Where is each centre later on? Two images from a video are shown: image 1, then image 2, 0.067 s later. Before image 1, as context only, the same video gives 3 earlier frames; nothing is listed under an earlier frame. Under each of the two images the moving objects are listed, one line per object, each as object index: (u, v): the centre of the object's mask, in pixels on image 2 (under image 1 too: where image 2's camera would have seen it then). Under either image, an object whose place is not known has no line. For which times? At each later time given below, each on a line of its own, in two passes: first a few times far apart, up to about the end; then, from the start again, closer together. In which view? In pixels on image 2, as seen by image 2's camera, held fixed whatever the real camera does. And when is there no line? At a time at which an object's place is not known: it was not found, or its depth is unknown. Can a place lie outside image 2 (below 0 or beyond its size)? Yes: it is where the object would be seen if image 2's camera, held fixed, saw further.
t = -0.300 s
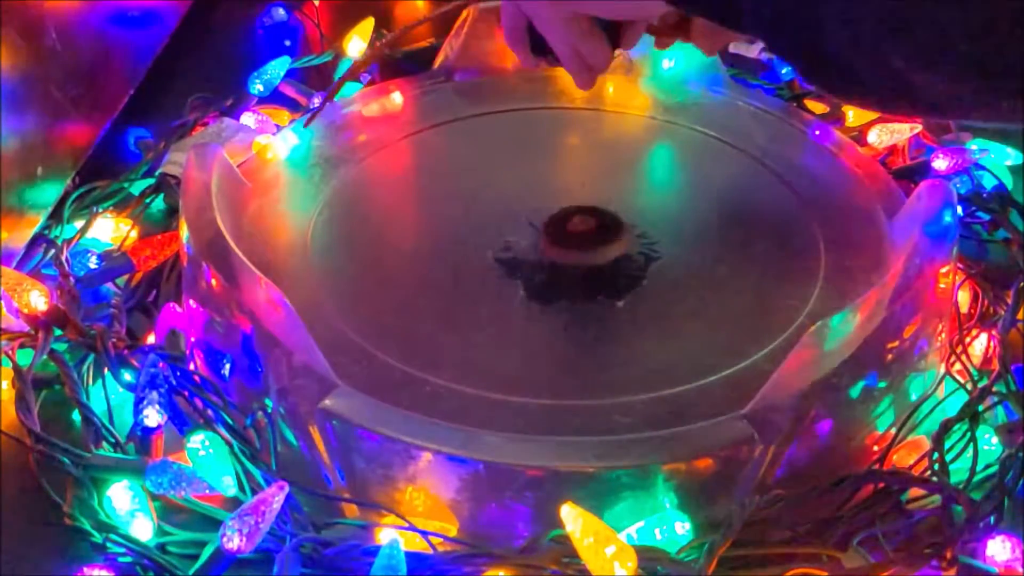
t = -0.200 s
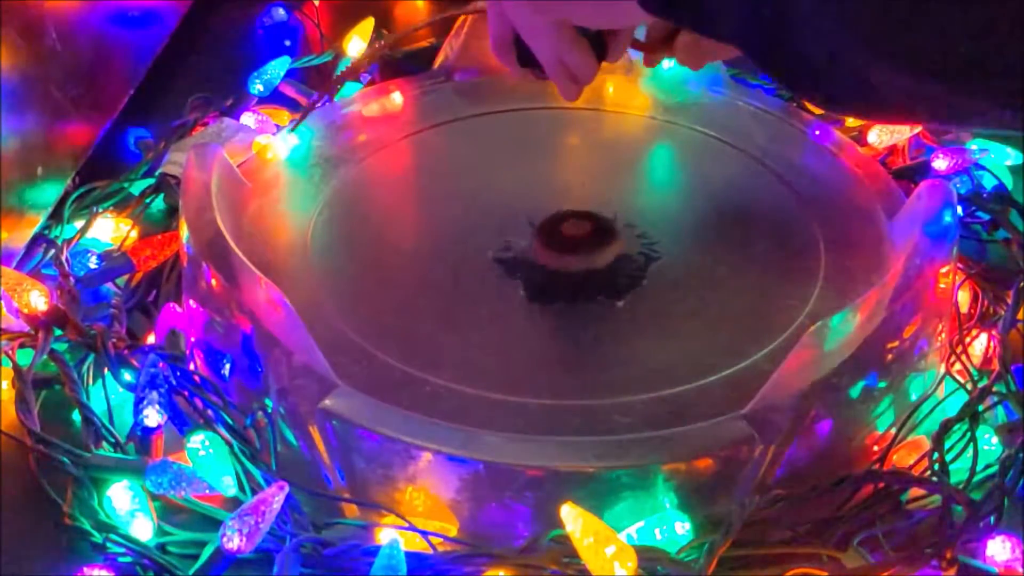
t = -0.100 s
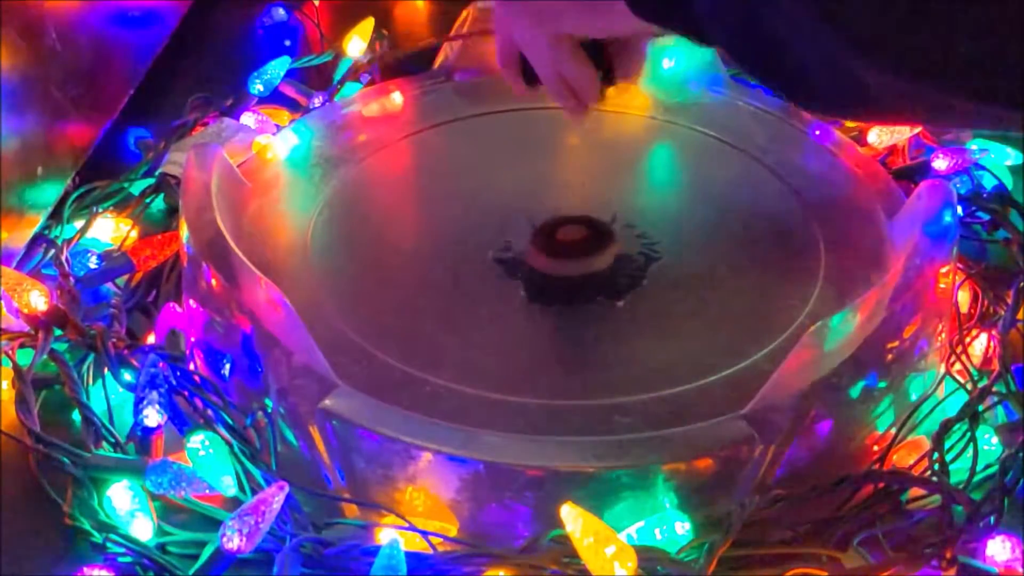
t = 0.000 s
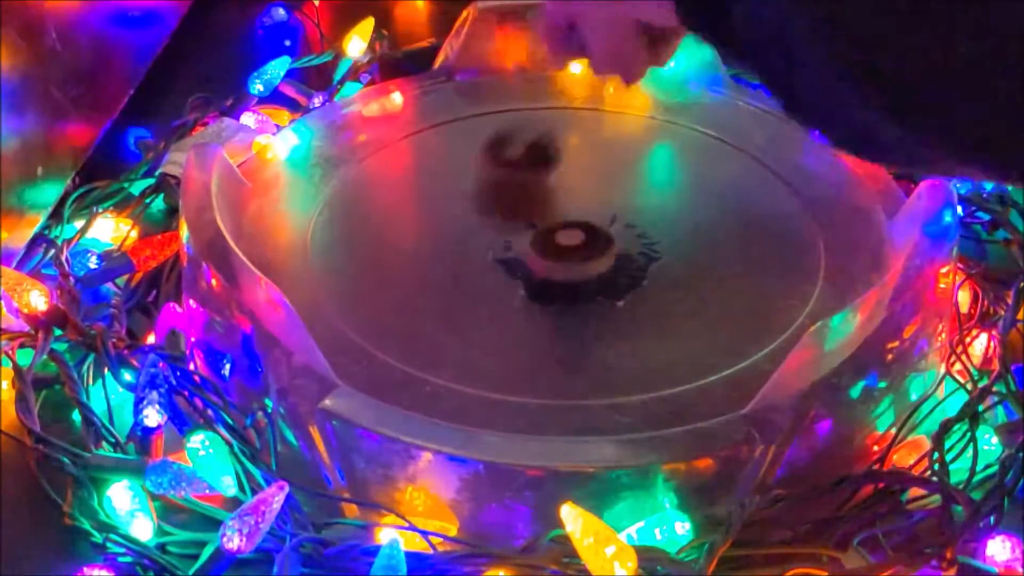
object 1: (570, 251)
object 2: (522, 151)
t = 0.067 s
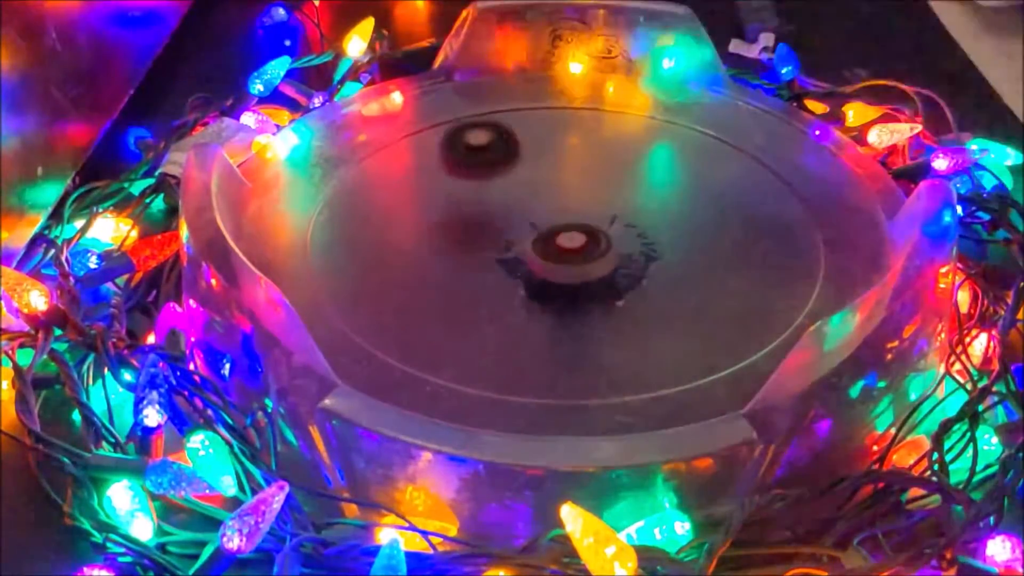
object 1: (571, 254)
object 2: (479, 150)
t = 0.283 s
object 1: (571, 257)
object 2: (431, 255)
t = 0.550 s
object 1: (583, 249)
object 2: (457, 245)
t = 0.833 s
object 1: (565, 234)
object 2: (481, 189)
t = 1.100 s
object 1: (570, 237)
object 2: (527, 193)
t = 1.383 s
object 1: (594, 233)
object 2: (518, 211)
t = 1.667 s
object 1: (597, 224)
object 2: (508, 223)
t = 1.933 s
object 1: (588, 218)
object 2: (495, 228)
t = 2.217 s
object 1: (578, 223)
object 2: (486, 236)
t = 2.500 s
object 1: (577, 234)
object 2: (481, 243)
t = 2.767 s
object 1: (580, 238)
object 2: (485, 246)
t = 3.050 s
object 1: (588, 238)
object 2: (488, 252)
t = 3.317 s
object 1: (591, 233)
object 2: (501, 259)
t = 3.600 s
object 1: (590, 227)
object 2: (497, 264)
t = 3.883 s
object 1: (590, 220)
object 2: (507, 264)
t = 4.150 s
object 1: (572, 216)
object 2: (525, 275)
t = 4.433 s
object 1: (552, 219)
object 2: (523, 276)
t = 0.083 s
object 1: (571, 254)
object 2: (470, 156)
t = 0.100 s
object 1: (572, 255)
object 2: (461, 167)
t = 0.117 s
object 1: (571, 255)
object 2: (453, 181)
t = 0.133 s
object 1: (571, 255)
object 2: (444, 203)
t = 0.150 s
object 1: (571, 256)
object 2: (436, 217)
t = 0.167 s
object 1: (571, 256)
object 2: (433, 217)
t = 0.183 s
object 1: (571, 256)
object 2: (430, 218)
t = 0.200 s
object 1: (571, 256)
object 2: (427, 225)
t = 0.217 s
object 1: (571, 257)
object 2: (424, 235)
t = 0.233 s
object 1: (571, 257)
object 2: (424, 236)
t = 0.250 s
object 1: (571, 257)
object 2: (425, 236)
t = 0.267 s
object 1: (571, 257)
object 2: (427, 245)
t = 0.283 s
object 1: (571, 257)
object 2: (431, 255)
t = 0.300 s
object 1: (571, 257)
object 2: (434, 256)
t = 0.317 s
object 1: (571, 258)
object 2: (439, 257)
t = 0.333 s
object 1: (571, 257)
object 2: (444, 263)
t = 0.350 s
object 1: (571, 258)
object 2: (449, 265)
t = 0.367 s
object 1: (571, 258)
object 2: (453, 266)
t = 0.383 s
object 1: (571, 257)
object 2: (458, 266)
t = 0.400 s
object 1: (571, 257)
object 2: (461, 265)
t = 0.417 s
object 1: (570, 257)
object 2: (466, 264)
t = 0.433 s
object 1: (571, 257)
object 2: (469, 262)
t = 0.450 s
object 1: (570, 257)
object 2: (471, 260)
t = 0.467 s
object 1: (570, 256)
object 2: (472, 258)
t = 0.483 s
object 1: (571, 256)
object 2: (472, 256)
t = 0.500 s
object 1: (575, 254)
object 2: (467, 253)
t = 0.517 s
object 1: (580, 252)
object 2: (462, 250)
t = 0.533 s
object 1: (582, 249)
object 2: (460, 248)
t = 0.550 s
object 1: (583, 249)
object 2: (457, 245)
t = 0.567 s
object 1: (583, 247)
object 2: (454, 243)
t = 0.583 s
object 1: (584, 245)
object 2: (451, 240)
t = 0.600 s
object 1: (585, 244)
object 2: (449, 236)
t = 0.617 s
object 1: (585, 243)
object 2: (447, 232)
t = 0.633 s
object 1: (584, 242)
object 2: (445, 226)
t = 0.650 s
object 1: (584, 241)
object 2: (443, 222)
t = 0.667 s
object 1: (582, 240)
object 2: (443, 218)
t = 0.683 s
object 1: (581, 239)
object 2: (443, 216)
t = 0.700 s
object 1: (577, 238)
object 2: (446, 214)
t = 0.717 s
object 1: (576, 238)
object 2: (448, 209)
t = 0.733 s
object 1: (573, 237)
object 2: (451, 206)
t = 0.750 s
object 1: (572, 236)
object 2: (454, 203)
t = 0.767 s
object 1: (570, 235)
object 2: (458, 201)
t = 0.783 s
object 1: (568, 235)
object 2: (462, 198)
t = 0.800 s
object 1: (567, 235)
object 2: (467, 197)
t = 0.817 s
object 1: (566, 235)
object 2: (474, 190)
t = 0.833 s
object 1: (565, 234)
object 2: (481, 189)
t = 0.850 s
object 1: (563, 234)
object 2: (486, 189)
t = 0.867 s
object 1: (561, 234)
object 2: (493, 188)
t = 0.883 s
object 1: (559, 233)
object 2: (498, 187)
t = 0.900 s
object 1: (559, 233)
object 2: (504, 187)
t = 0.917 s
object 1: (558, 233)
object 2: (508, 190)
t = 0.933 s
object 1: (560, 233)
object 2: (511, 187)
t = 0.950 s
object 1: (561, 234)
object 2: (512, 190)
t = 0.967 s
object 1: (562, 234)
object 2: (515, 190)
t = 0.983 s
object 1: (562, 235)
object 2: (519, 190)
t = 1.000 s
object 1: (562, 235)
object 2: (523, 188)
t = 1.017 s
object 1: (566, 236)
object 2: (523, 189)
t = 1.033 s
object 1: (567, 237)
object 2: (524, 190)
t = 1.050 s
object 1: (568, 237)
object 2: (524, 190)
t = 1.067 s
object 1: (569, 237)
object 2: (526, 191)
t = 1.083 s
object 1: (570, 237)
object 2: (526, 192)
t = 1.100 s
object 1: (570, 237)
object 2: (527, 193)
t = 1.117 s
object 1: (572, 237)
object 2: (525, 196)
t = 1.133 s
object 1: (575, 238)
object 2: (523, 197)
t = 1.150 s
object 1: (577, 238)
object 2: (523, 195)
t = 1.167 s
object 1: (578, 239)
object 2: (522, 198)
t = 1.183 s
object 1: (579, 238)
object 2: (522, 198)
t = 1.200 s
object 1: (580, 238)
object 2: (522, 199)
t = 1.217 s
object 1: (580, 237)
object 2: (523, 200)
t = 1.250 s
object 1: (582, 236)
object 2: (522, 201)
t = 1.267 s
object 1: (585, 236)
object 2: (523, 202)
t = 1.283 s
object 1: (587, 236)
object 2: (523, 202)
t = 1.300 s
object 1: (588, 236)
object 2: (522, 203)
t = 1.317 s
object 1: (589, 235)
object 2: (522, 204)
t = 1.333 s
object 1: (589, 234)
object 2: (521, 206)
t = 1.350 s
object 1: (591, 234)
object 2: (521, 205)
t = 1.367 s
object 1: (593, 233)
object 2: (520, 206)
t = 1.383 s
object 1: (594, 233)
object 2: (518, 211)
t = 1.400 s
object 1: (594, 232)
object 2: (517, 213)
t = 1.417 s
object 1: (595, 231)
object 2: (517, 213)
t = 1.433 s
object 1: (596, 231)
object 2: (517, 211)
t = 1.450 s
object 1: (596, 230)
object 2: (517, 211)
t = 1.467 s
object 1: (597, 229)
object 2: (517, 213)
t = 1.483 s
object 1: (598, 229)
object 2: (516, 217)
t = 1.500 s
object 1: (599, 228)
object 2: (515, 219)
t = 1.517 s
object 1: (599, 228)
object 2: (513, 220)
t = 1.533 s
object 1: (599, 227)
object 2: (512, 221)
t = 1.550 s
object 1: (599, 227)
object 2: (511, 221)
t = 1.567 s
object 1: (599, 226)
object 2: (510, 221)
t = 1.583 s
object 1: (598, 226)
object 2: (510, 221)
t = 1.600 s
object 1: (598, 226)
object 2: (509, 221)
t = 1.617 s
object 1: (598, 226)
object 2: (509, 222)
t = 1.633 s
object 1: (597, 225)
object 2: (509, 222)
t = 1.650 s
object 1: (597, 225)
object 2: (509, 222)
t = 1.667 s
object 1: (597, 224)
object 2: (508, 223)
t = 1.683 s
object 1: (597, 223)
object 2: (507, 223)
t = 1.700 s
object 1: (598, 223)
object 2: (507, 223)
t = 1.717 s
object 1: (596, 223)
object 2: (505, 223)
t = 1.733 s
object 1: (596, 223)
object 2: (504, 223)
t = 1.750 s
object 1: (595, 222)
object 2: (504, 224)
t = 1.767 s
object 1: (594, 222)
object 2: (503, 224)
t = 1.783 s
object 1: (594, 222)
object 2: (502, 225)
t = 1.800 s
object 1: (593, 221)
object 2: (502, 225)
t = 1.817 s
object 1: (594, 220)
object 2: (501, 225)
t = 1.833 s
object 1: (594, 220)
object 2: (500, 226)
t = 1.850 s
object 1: (592, 220)
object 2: (499, 226)
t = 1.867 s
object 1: (591, 220)
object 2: (499, 226)
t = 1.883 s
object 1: (591, 220)
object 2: (498, 227)
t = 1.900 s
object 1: (589, 218)
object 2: (498, 227)
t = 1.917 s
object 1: (589, 218)
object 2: (496, 228)
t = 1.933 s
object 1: (588, 218)
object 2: (495, 228)
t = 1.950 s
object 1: (588, 218)
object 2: (494, 229)
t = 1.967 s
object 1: (586, 218)
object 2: (493, 230)
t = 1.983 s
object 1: (585, 218)
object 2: (493, 230)
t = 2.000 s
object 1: (584, 218)
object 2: (492, 230)
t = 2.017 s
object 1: (583, 218)
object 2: (491, 231)
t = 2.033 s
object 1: (582, 218)
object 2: (491, 232)
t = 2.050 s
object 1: (582, 218)
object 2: (490, 232)
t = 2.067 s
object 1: (582, 219)
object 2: (490, 233)
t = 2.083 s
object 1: (581, 219)
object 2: (490, 233)
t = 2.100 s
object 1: (581, 220)
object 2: (489, 233)
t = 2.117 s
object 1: (580, 220)
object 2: (488, 234)
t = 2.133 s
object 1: (579, 221)
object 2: (488, 234)
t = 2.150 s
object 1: (579, 221)
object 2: (487, 235)
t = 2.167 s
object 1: (579, 221)
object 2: (487, 235)
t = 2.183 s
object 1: (579, 222)
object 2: (486, 236)
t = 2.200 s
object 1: (578, 223)
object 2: (486, 236)
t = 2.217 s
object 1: (578, 223)
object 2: (486, 236)
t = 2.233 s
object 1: (578, 224)
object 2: (485, 237)
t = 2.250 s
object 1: (578, 225)
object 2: (484, 237)
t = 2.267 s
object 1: (577, 226)
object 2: (483, 237)
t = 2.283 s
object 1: (577, 226)
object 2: (483, 238)
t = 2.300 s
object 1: (577, 227)
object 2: (483, 238)
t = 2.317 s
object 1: (576, 228)
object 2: (483, 239)
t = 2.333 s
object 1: (576, 228)
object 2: (483, 239)
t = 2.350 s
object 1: (575, 229)
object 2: (483, 239)
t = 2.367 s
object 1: (575, 230)
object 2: (482, 239)
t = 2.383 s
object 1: (576, 230)
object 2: (482, 240)
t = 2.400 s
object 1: (575, 231)
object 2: (482, 241)
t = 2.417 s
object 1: (575, 231)
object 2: (481, 241)
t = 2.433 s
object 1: (576, 232)
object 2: (481, 242)
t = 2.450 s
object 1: (576, 232)
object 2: (481, 242)
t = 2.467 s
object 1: (576, 233)
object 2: (481, 243)
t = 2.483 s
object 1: (577, 233)
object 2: (481, 243)
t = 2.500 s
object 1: (577, 234)
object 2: (481, 243)
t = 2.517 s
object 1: (577, 234)
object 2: (482, 244)
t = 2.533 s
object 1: (577, 234)
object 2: (482, 244)
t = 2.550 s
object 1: (578, 234)
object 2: (483, 244)
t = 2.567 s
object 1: (577, 235)
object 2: (483, 244)
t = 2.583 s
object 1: (578, 235)
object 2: (483, 244)
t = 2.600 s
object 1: (577, 235)
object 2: (484, 244)
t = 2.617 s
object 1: (577, 236)
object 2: (484, 245)
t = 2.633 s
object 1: (578, 236)
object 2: (484, 245)
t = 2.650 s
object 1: (578, 236)
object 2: (484, 245)
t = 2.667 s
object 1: (579, 237)
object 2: (484, 245)
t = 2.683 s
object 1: (579, 237)
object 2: (484, 245)
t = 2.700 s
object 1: (579, 238)
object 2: (485, 245)
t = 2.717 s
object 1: (579, 238)
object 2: (485, 246)
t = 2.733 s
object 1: (579, 238)
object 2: (485, 246)
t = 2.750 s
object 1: (580, 238)
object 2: (485, 246)
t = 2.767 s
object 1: (580, 238)
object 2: (485, 246)
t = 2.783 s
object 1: (580, 239)
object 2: (486, 247)
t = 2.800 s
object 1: (581, 239)
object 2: (487, 247)
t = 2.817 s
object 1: (581, 239)
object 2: (487, 248)
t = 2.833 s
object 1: (582, 239)
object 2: (487, 249)
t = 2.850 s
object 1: (582, 239)
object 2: (488, 248)
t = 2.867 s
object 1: (582, 239)
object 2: (488, 249)
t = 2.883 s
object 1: (582, 239)
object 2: (489, 250)
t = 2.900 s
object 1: (583, 239)
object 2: (489, 250)
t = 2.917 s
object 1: (585, 239)
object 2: (487, 251)
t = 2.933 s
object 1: (587, 239)
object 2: (486, 251)
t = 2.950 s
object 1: (587, 239)
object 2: (486, 252)
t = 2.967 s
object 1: (587, 239)
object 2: (486, 252)
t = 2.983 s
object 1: (588, 239)
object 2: (485, 253)
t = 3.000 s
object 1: (588, 239)
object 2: (485, 253)
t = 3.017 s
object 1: (588, 239)
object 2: (487, 252)
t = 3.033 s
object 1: (588, 239)
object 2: (487, 252)
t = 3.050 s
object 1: (588, 238)
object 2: (488, 252)
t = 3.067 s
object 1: (588, 238)
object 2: (490, 252)
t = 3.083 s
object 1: (588, 238)
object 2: (491, 252)
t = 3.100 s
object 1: (588, 238)
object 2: (492, 253)
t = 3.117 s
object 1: (588, 238)
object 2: (493, 253)
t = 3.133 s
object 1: (591, 237)
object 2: (493, 253)
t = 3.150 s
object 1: (591, 237)
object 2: (492, 254)
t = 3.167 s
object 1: (592, 237)
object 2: (492, 255)
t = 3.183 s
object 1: (592, 237)
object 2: (492, 256)
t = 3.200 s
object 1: (592, 236)
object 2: (492, 256)
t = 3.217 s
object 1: (592, 236)
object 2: (493, 257)
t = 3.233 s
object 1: (592, 236)
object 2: (494, 257)
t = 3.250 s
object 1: (592, 235)
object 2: (494, 257)
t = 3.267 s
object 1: (592, 235)
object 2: (496, 259)
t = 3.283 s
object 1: (592, 234)
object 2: (498, 259)
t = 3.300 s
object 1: (591, 234)
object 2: (499, 259)
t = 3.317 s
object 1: (591, 233)
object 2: (501, 259)
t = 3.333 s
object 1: (591, 233)
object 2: (503, 260)
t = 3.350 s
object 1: (591, 232)
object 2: (503, 261)
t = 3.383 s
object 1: (591, 232)
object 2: (502, 261)
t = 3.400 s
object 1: (591, 232)
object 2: (502, 261)
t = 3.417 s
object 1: (591, 232)
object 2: (502, 261)
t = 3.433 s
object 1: (591, 231)
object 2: (502, 261)
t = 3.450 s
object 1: (591, 231)
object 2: (501, 262)
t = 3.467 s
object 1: (590, 231)
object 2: (501, 262)
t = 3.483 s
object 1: (589, 230)
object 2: (502, 262)
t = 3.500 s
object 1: (589, 230)
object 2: (502, 262)
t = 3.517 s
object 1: (590, 229)
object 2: (501, 263)
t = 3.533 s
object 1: (590, 229)
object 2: (500, 263)
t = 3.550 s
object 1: (590, 228)
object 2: (499, 264)
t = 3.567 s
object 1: (590, 228)
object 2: (498, 264)
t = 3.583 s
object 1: (590, 228)
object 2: (498, 264)
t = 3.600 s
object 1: (590, 227)
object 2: (497, 264)
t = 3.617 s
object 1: (590, 227)
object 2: (498, 264)
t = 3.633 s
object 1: (590, 227)
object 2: (499, 263)
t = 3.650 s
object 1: (588, 227)
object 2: (501, 263)
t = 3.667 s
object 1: (589, 226)
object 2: (503, 262)
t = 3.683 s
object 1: (588, 227)
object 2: (505, 262)
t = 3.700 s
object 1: (588, 226)
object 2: (505, 262)
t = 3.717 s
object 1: (591, 224)
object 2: (504, 263)
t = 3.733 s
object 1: (593, 223)
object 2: (503, 264)
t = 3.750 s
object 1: (593, 222)
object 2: (502, 264)
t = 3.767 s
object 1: (593, 222)
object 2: (502, 264)
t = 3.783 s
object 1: (593, 222)
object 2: (503, 264)
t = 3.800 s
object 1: (593, 221)
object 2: (502, 264)
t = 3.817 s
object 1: (593, 221)
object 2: (503, 264)
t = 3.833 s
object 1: (592, 221)
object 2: (503, 264)
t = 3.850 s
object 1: (592, 220)
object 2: (504, 264)
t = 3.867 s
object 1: (591, 220)
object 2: (505, 263)
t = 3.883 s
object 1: (590, 220)
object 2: (507, 264)
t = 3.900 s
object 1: (590, 219)
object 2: (508, 263)
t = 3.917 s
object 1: (590, 219)
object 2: (512, 264)
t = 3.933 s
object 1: (588, 219)
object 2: (513, 264)
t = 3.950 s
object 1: (587, 219)
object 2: (517, 265)
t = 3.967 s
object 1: (586, 219)
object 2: (517, 265)
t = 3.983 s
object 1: (586, 219)
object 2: (520, 266)
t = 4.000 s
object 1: (585, 219)
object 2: (521, 266)
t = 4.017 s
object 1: (581, 217)
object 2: (523, 268)
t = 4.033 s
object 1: (580, 216)
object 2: (525, 269)
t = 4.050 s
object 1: (579, 216)
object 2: (525, 271)
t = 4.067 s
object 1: (578, 216)
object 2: (525, 271)
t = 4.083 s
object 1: (577, 216)
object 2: (525, 273)
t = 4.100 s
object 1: (576, 216)
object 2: (525, 273)
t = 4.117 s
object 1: (574, 216)
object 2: (525, 274)
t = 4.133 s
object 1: (573, 216)
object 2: (525, 274)
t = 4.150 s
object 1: (572, 216)
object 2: (525, 275)
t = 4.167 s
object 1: (570, 217)
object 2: (524, 276)
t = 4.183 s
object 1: (570, 217)
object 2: (524, 276)
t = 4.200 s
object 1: (569, 217)
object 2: (525, 275)
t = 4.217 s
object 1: (567, 217)
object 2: (524, 276)
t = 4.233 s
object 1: (566, 217)
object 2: (524, 276)
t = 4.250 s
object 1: (565, 218)
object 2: (524, 276)
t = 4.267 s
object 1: (564, 218)
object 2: (524, 276)
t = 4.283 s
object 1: (562, 218)
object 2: (524, 275)
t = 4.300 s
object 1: (561, 219)
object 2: (524, 275)
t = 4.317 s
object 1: (560, 219)
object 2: (524, 275)
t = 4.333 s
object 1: (558, 219)
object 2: (524, 275)
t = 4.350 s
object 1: (557, 219)
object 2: (523, 275)
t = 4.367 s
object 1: (556, 219)
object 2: (523, 275)
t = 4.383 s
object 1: (555, 219)
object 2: (523, 275)
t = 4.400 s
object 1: (554, 219)
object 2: (523, 275)
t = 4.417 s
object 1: (553, 219)
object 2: (523, 276)
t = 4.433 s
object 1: (552, 219)
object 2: (523, 276)
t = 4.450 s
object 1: (552, 219)
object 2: (523, 276)
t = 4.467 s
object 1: (552, 219)
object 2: (524, 277)
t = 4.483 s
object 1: (551, 219)
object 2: (523, 277)
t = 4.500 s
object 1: (551, 219)
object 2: (524, 277)
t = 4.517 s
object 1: (551, 219)
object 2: (524, 278)
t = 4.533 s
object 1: (550, 219)
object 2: (525, 278)
